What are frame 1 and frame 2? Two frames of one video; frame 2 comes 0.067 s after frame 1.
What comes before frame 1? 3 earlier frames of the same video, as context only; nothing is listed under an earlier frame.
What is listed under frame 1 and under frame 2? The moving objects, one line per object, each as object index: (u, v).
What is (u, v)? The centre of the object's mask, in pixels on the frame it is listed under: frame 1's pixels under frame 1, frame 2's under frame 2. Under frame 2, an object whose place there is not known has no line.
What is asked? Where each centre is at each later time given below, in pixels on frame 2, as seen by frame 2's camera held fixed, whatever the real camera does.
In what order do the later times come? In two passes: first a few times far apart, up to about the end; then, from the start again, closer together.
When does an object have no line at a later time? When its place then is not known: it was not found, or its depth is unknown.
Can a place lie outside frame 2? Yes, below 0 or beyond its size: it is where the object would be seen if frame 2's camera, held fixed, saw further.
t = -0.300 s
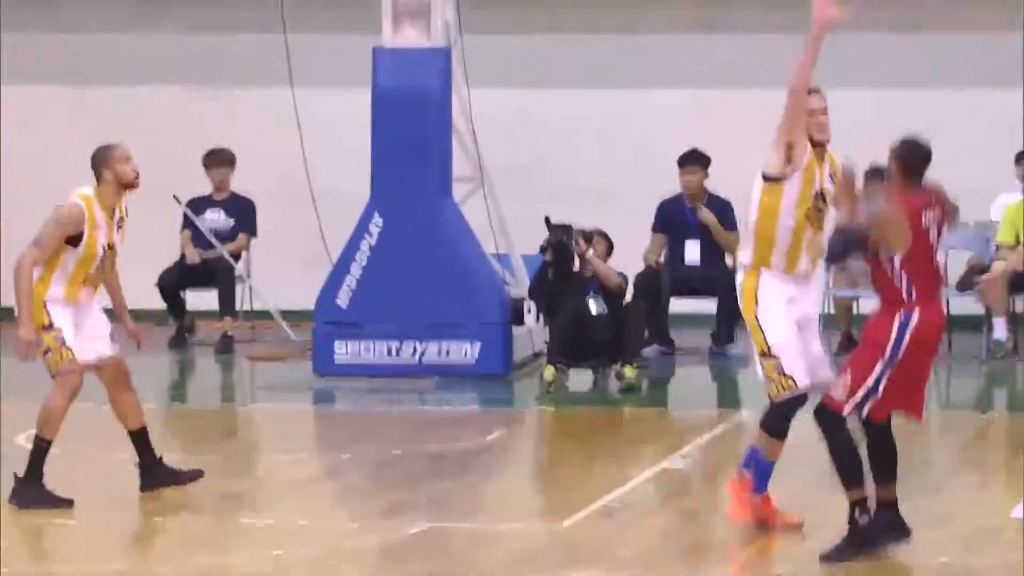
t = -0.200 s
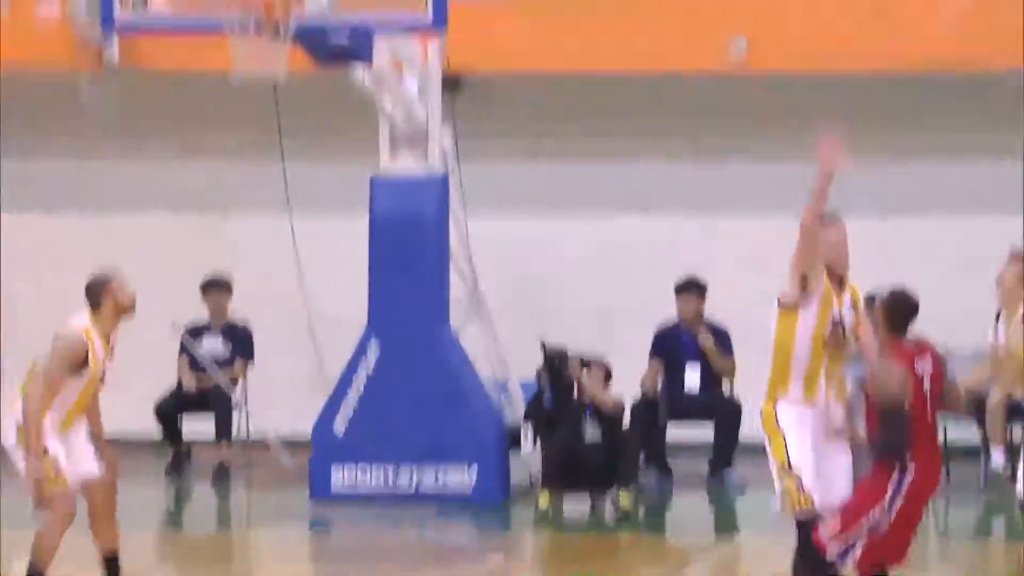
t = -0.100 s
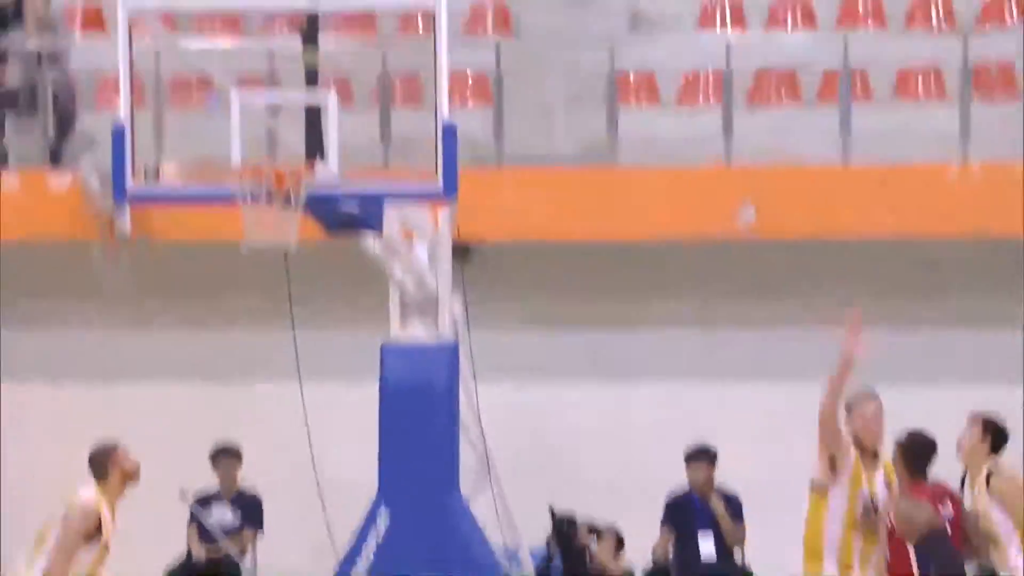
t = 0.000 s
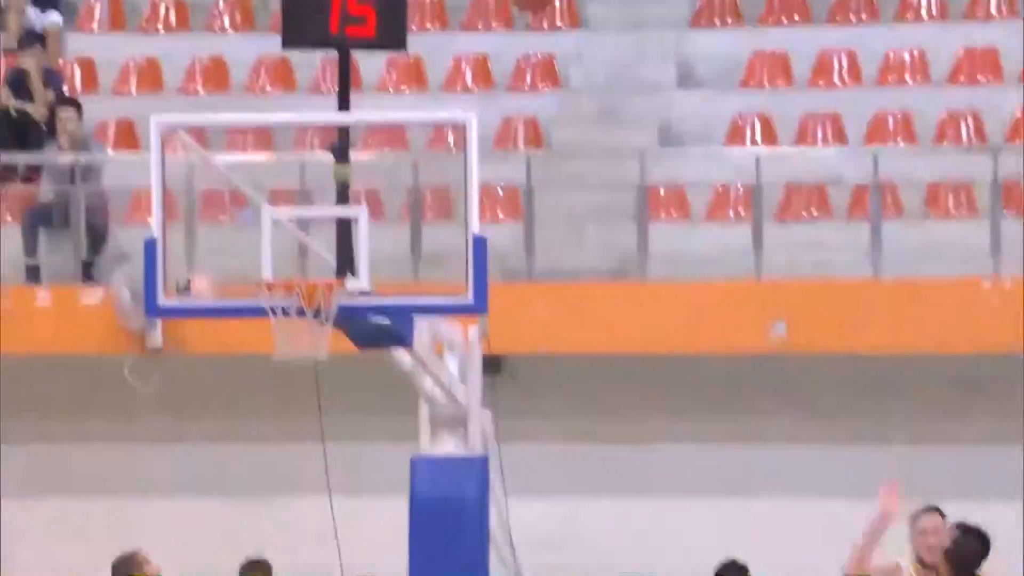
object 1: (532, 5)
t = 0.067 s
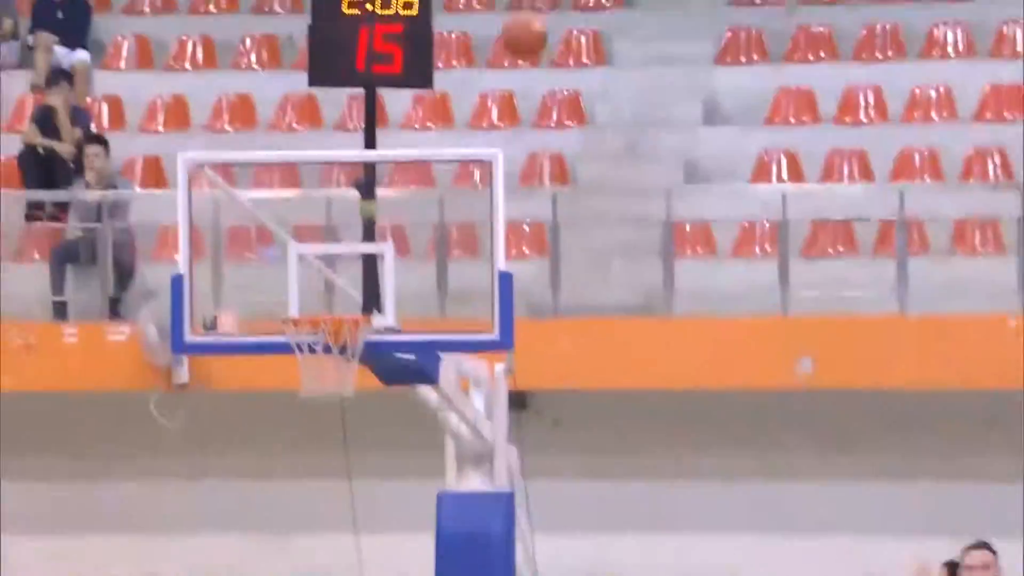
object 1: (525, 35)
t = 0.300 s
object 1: (417, 129)
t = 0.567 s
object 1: (327, 320)
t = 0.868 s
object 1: (308, 444)
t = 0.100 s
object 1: (510, 44)
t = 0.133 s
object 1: (494, 56)
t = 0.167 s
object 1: (477, 64)
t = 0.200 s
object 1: (462, 78)
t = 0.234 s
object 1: (446, 93)
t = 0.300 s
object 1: (417, 129)
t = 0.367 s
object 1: (388, 172)
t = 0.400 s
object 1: (373, 196)
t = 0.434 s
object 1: (360, 222)
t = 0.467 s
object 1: (344, 251)
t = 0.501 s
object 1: (332, 279)
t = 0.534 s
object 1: (318, 304)
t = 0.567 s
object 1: (327, 320)
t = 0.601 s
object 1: (333, 326)
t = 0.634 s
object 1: (329, 337)
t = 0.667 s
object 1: (324, 346)
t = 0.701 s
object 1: (315, 366)
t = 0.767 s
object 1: (314, 398)
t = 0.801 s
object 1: (311, 407)
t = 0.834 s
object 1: (310, 423)
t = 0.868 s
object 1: (308, 444)
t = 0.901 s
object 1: (307, 466)
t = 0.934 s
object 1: (305, 490)
